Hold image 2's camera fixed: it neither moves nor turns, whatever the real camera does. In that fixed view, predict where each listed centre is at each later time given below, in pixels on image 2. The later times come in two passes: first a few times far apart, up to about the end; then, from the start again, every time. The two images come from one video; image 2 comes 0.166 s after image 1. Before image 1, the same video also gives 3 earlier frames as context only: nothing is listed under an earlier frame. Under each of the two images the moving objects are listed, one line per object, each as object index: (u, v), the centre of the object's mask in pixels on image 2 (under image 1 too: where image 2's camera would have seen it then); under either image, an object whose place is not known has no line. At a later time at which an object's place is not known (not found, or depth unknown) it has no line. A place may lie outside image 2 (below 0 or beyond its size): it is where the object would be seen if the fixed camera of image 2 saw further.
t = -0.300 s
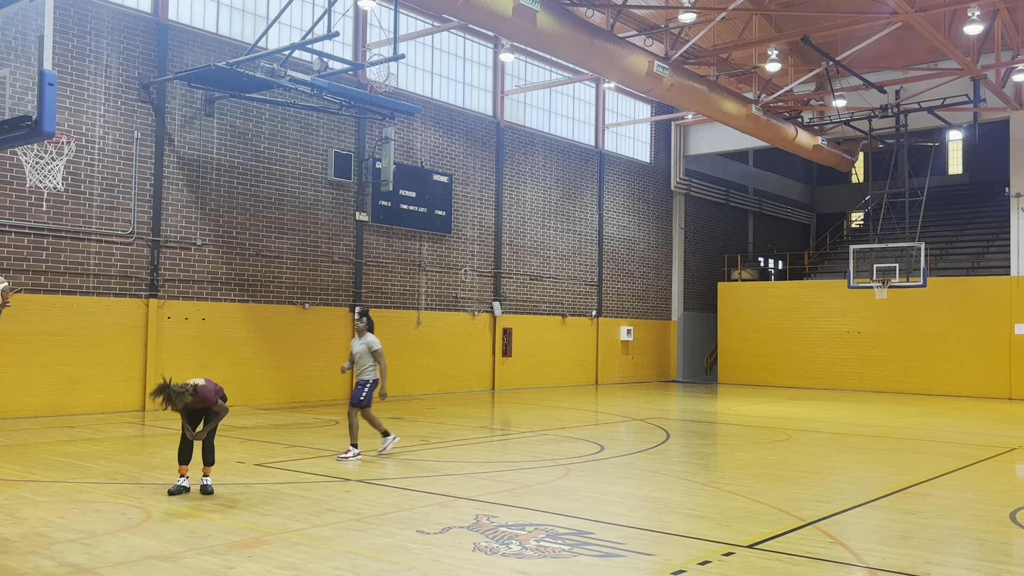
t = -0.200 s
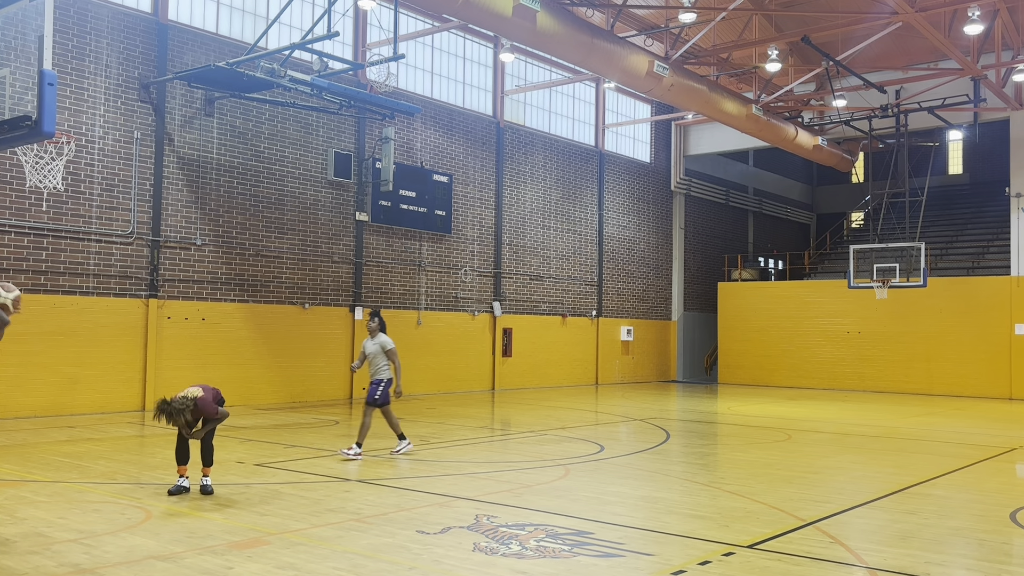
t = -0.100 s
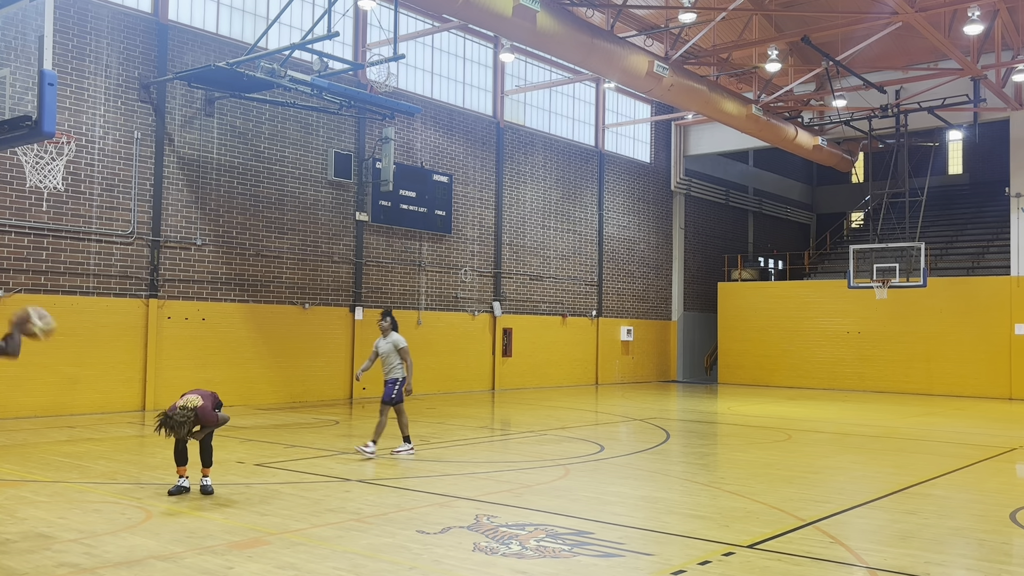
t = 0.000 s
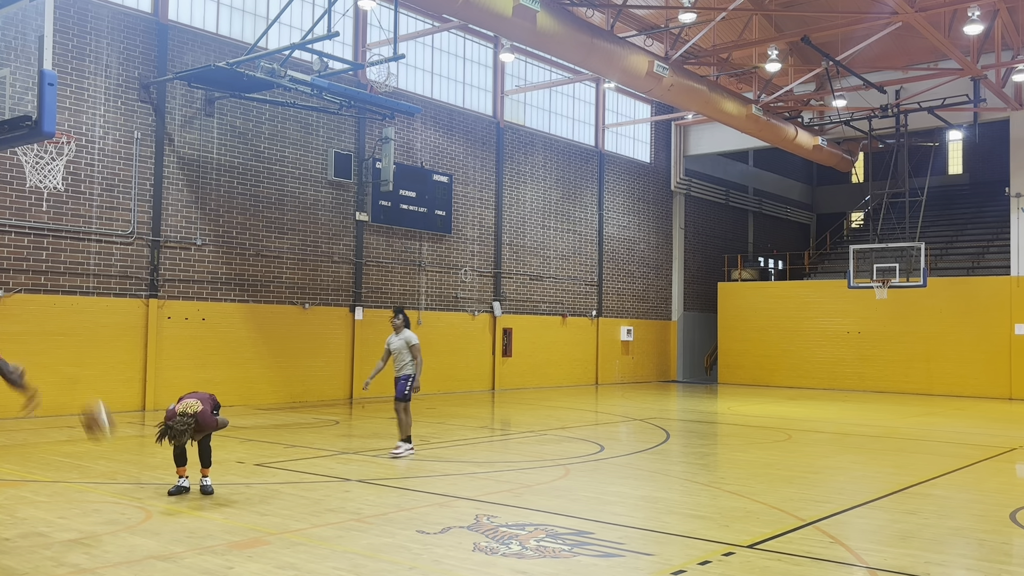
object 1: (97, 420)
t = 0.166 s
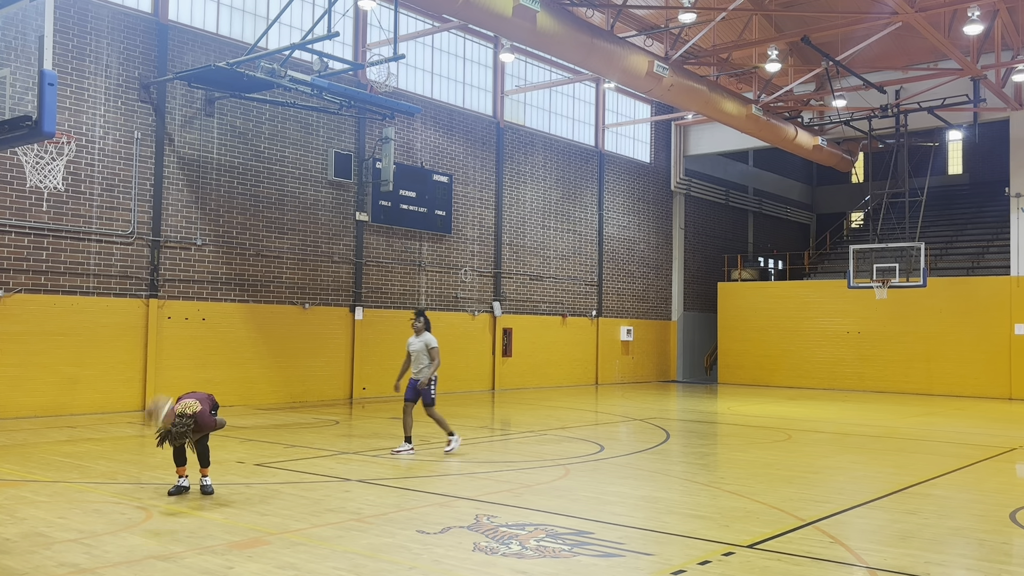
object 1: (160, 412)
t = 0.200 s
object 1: (168, 383)
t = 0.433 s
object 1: (219, 234)
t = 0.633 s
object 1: (257, 161)
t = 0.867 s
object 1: (300, 134)
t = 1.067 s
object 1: (332, 155)
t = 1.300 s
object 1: (367, 228)
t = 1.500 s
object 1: (393, 328)
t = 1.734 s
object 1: (421, 465)
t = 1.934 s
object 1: (450, 365)
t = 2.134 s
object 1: (474, 308)
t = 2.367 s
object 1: (501, 290)
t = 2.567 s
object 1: (522, 311)
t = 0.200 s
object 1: (168, 383)
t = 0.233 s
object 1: (175, 359)
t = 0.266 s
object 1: (183, 334)
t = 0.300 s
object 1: (190, 311)
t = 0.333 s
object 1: (198, 288)
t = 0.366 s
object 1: (205, 269)
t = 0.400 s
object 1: (212, 250)
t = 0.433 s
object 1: (219, 234)
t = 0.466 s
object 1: (225, 219)
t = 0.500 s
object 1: (233, 204)
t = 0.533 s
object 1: (239, 191)
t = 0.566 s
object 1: (245, 180)
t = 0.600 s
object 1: (251, 170)
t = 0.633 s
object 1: (257, 161)
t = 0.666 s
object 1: (264, 153)
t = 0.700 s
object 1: (270, 147)
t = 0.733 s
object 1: (276, 142)
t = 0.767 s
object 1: (282, 138)
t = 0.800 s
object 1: (288, 135)
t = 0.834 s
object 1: (294, 134)
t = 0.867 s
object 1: (300, 134)
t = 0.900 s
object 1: (305, 135)
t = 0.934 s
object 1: (311, 136)
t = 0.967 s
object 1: (316, 139)
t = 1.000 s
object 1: (321, 143)
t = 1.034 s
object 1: (327, 149)
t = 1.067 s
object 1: (332, 155)
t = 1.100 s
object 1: (337, 162)
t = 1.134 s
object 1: (343, 171)
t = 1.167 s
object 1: (348, 180)
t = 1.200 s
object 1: (353, 191)
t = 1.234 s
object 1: (358, 201)
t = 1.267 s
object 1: (362, 215)
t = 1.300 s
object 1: (367, 228)
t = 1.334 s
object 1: (371, 242)
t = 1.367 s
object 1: (376, 256)
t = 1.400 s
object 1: (381, 273)
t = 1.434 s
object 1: (385, 291)
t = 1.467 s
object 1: (389, 309)
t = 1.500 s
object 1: (393, 328)
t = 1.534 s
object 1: (398, 349)
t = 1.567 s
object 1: (401, 370)
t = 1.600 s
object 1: (405, 393)
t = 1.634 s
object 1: (409, 416)
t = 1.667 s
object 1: (412, 438)
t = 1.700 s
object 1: (417, 465)
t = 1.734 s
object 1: (421, 465)
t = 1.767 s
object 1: (426, 444)
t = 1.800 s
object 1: (430, 426)
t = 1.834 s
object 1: (435, 410)
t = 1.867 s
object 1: (440, 393)
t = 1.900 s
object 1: (445, 379)
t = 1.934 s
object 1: (450, 365)
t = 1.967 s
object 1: (454, 353)
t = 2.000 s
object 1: (458, 341)
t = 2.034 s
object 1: (462, 332)
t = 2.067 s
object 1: (466, 323)
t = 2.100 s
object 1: (470, 314)
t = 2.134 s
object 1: (474, 308)
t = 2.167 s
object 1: (478, 303)
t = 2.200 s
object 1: (482, 298)
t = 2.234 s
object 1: (486, 294)
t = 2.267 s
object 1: (490, 292)
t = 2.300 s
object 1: (494, 290)
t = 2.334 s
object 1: (497, 290)
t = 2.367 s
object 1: (501, 290)
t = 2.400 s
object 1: (504, 291)
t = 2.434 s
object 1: (508, 294)
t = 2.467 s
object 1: (512, 297)
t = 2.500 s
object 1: (515, 301)
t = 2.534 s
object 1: (519, 305)
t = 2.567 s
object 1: (522, 311)
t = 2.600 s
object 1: (525, 318)
